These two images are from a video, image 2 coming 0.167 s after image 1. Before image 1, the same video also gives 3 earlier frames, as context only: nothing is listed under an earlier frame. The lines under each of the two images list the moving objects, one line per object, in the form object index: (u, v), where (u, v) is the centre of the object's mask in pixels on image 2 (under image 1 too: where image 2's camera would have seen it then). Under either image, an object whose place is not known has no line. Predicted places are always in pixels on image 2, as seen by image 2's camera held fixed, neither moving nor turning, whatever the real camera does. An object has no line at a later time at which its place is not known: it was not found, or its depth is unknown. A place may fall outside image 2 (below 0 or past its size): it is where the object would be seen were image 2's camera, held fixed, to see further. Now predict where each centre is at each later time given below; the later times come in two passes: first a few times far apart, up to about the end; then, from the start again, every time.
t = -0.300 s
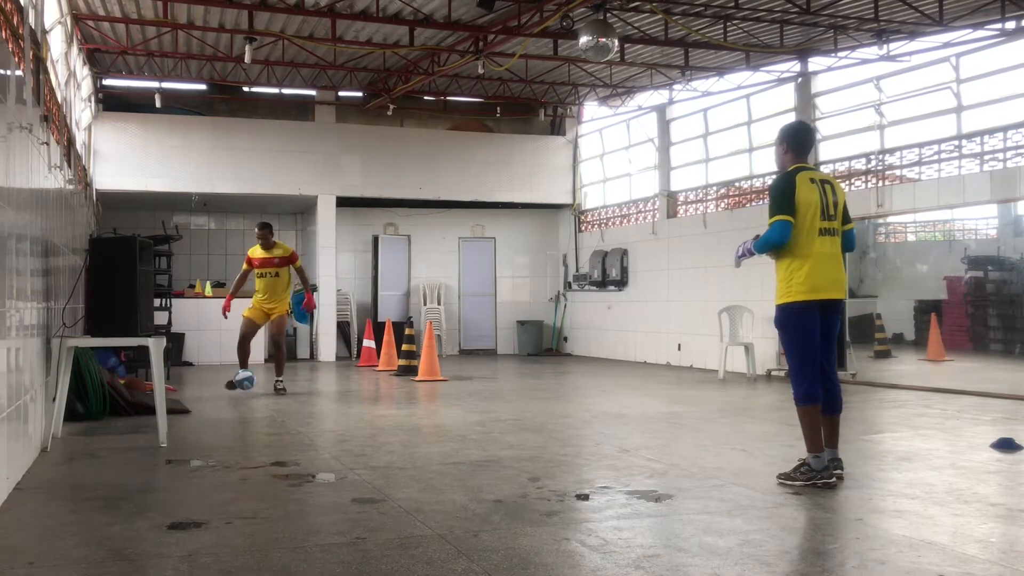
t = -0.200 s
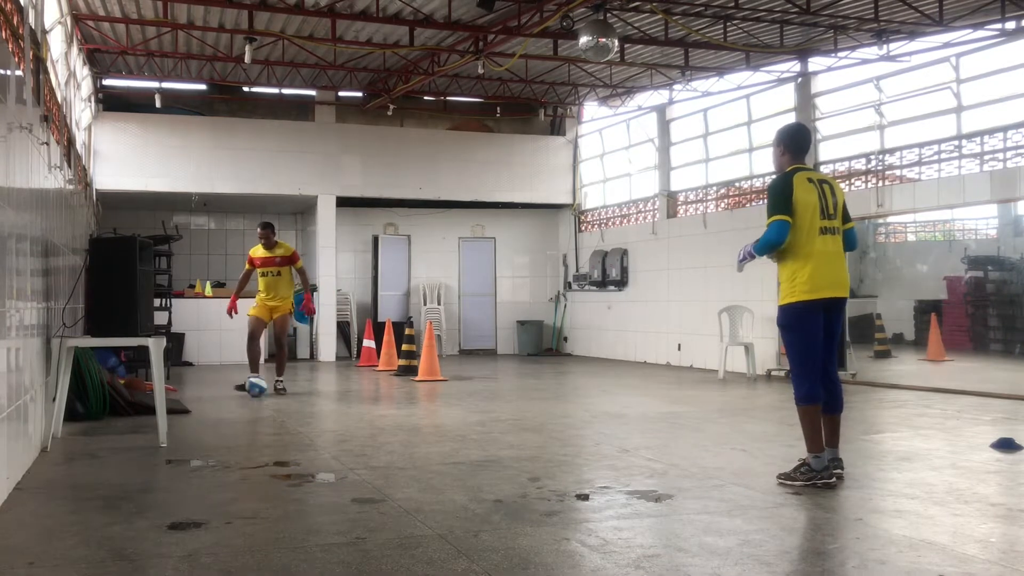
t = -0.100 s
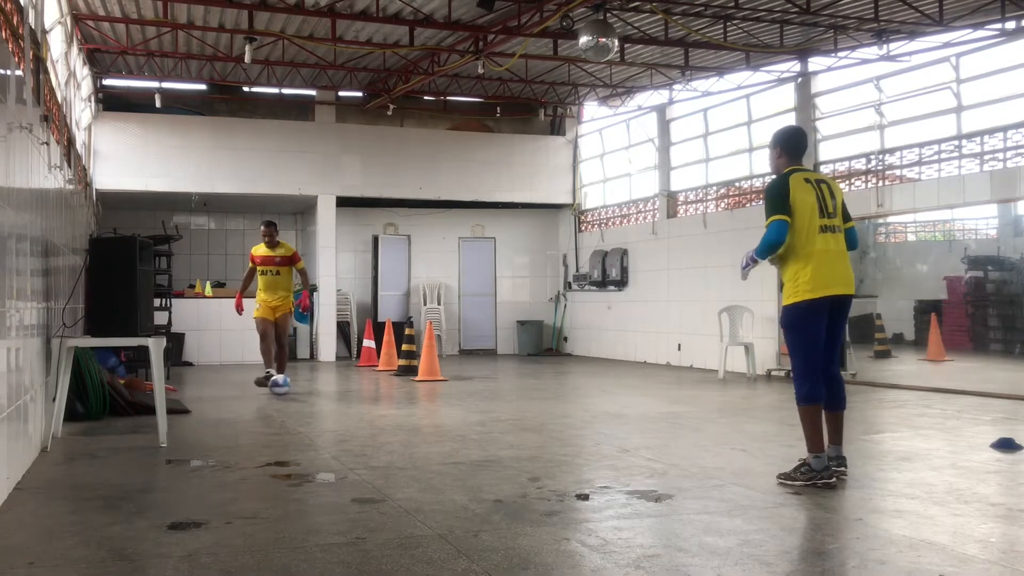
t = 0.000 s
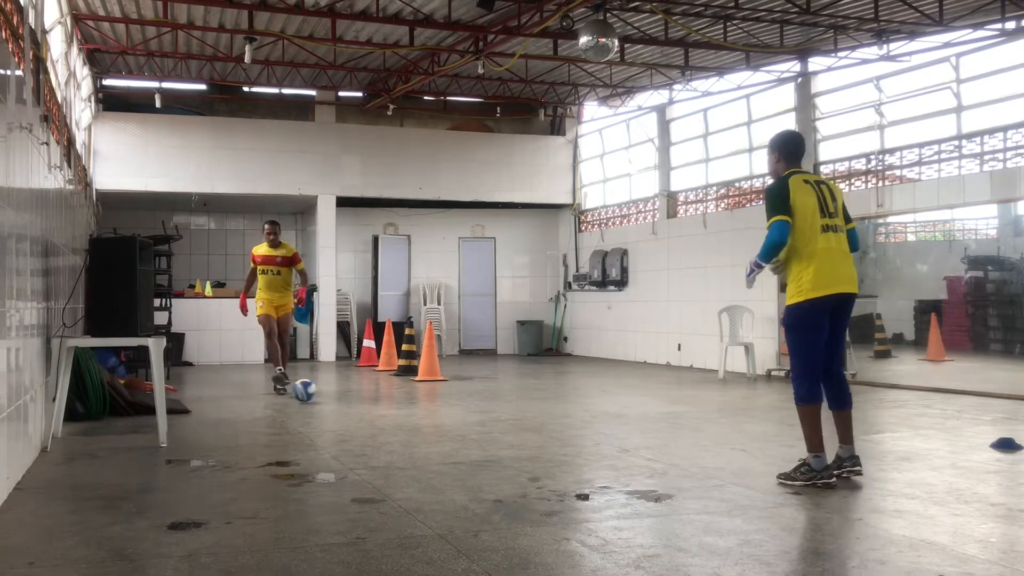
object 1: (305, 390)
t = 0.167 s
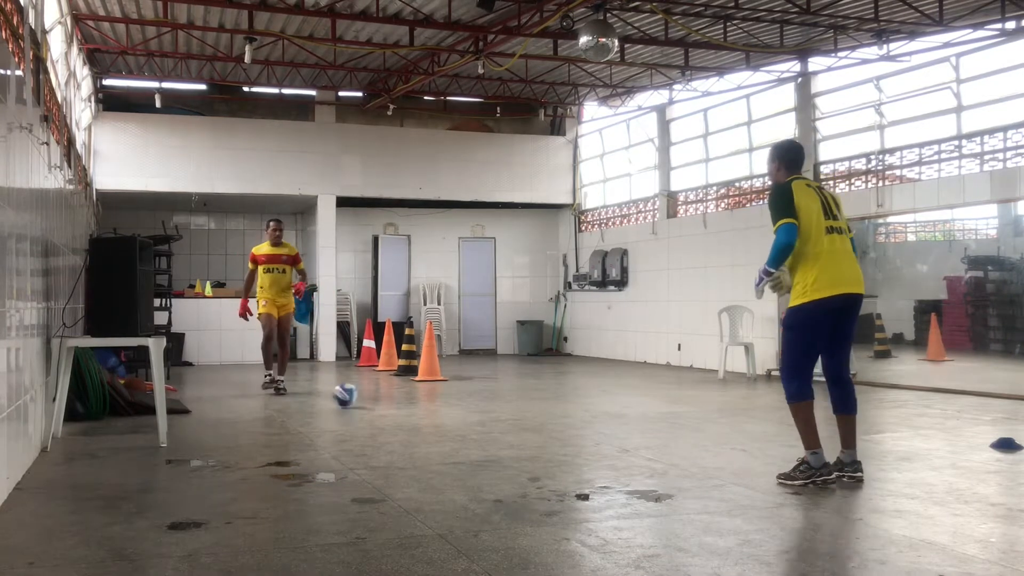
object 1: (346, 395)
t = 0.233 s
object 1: (362, 392)
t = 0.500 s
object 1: (432, 401)
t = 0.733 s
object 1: (505, 411)
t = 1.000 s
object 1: (601, 416)
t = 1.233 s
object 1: (701, 429)
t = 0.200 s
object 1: (353, 393)
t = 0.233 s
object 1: (362, 392)
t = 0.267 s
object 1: (369, 393)
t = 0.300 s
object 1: (378, 395)
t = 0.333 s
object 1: (386, 399)
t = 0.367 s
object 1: (396, 399)
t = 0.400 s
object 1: (404, 397)
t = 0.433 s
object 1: (414, 397)
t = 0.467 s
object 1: (423, 398)
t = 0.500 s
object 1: (432, 401)
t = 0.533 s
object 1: (442, 406)
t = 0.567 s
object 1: (452, 404)
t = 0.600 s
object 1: (463, 402)
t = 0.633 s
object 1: (473, 403)
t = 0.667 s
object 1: (483, 405)
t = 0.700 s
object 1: (494, 408)
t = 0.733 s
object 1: (505, 411)
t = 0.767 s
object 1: (516, 409)
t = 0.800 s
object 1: (528, 409)
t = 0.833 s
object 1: (540, 411)
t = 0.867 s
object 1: (551, 414)
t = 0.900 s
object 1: (564, 418)
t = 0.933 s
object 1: (575, 416)
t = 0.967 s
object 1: (588, 415)
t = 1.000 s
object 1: (601, 416)
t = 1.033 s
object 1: (615, 420)
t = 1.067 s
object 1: (628, 424)
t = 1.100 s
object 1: (642, 426)
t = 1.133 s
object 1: (656, 424)
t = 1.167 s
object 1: (671, 424)
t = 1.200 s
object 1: (686, 425)
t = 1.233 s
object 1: (701, 429)
